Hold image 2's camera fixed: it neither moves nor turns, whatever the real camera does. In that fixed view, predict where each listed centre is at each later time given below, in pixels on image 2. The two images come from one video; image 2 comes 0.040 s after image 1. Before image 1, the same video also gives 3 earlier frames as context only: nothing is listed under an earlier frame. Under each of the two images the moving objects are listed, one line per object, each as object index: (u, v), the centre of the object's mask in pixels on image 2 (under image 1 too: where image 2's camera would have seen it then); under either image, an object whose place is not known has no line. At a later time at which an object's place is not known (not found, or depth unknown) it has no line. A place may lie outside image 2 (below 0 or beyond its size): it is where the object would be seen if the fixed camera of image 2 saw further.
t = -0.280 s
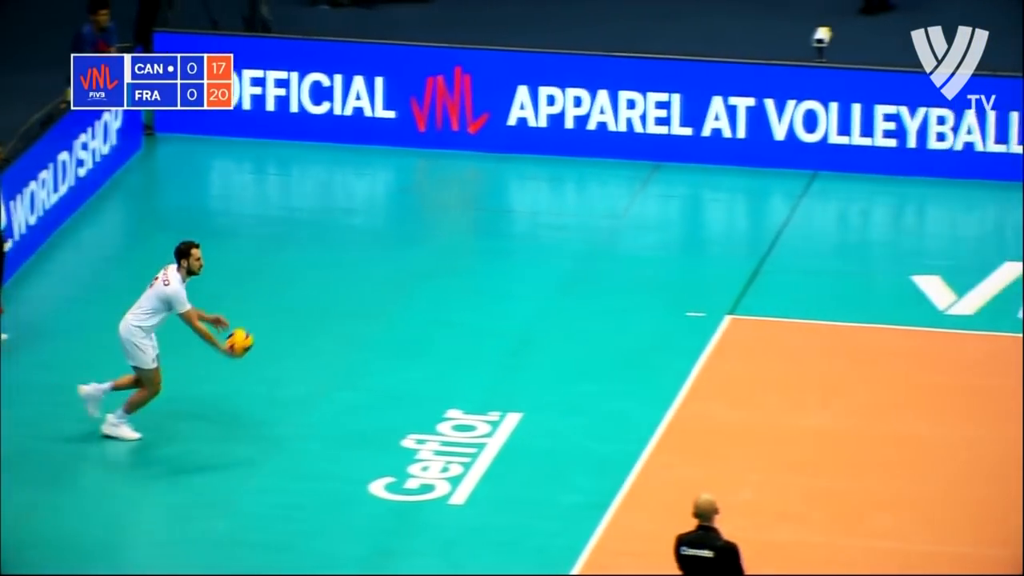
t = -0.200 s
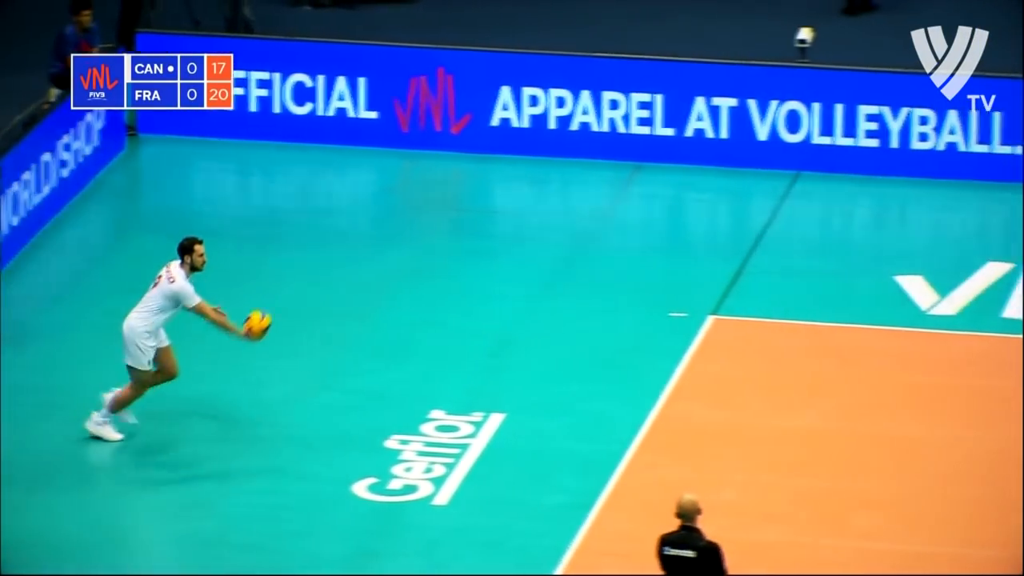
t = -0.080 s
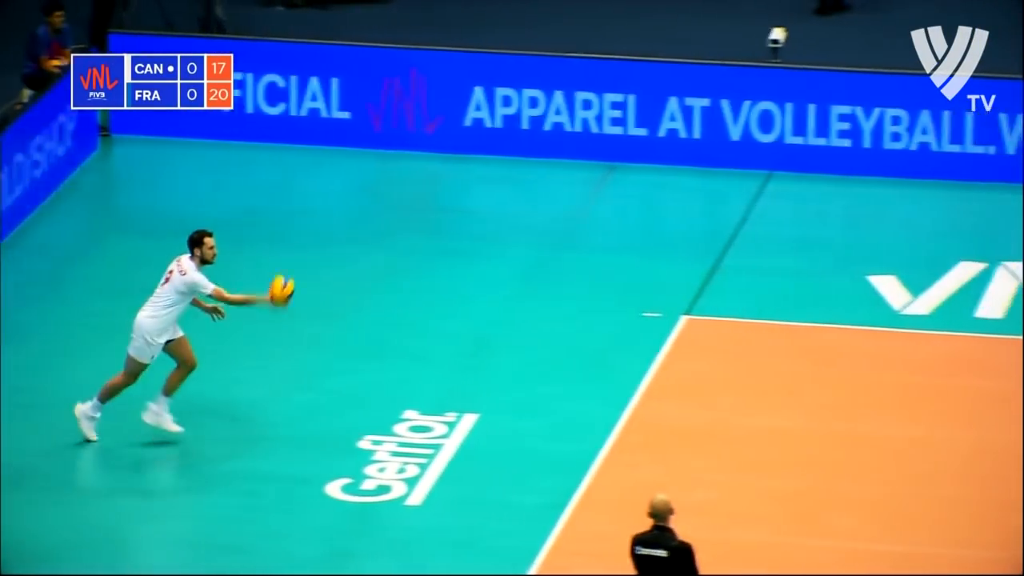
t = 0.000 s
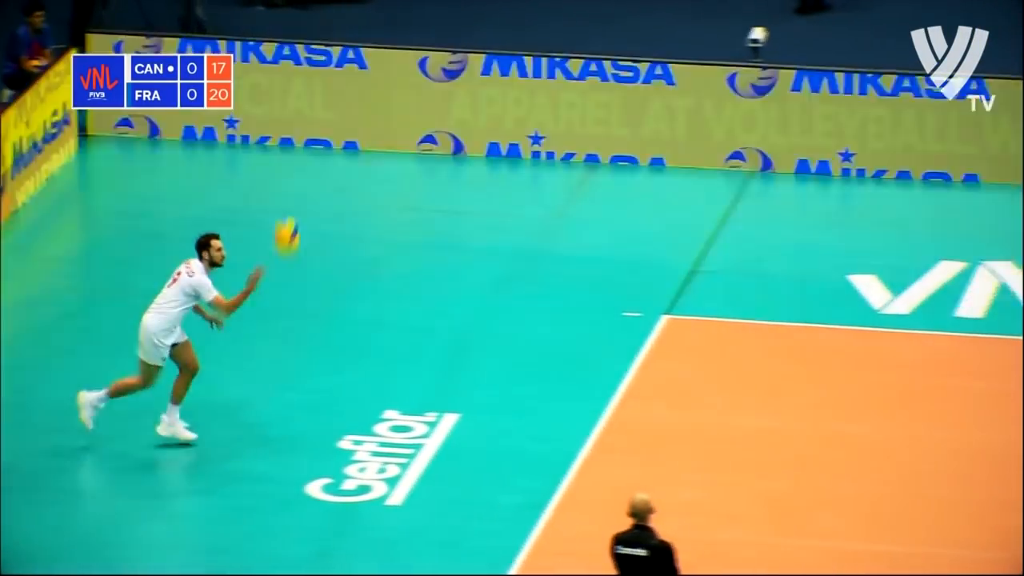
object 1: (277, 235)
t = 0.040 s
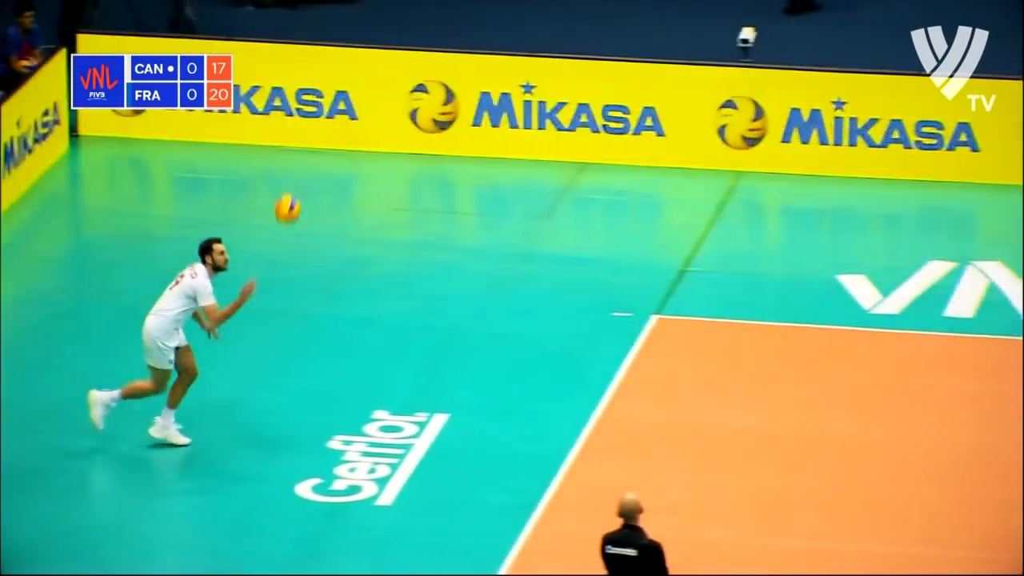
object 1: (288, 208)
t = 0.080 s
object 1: (298, 182)
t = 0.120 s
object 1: (310, 159)
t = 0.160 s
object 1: (319, 138)
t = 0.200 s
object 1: (329, 115)
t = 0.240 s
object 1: (340, 99)
